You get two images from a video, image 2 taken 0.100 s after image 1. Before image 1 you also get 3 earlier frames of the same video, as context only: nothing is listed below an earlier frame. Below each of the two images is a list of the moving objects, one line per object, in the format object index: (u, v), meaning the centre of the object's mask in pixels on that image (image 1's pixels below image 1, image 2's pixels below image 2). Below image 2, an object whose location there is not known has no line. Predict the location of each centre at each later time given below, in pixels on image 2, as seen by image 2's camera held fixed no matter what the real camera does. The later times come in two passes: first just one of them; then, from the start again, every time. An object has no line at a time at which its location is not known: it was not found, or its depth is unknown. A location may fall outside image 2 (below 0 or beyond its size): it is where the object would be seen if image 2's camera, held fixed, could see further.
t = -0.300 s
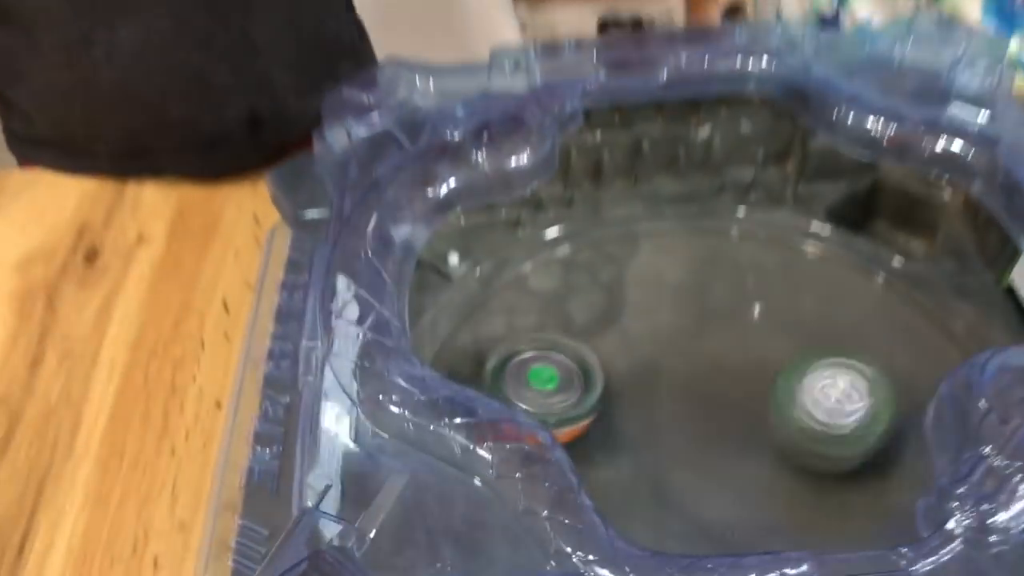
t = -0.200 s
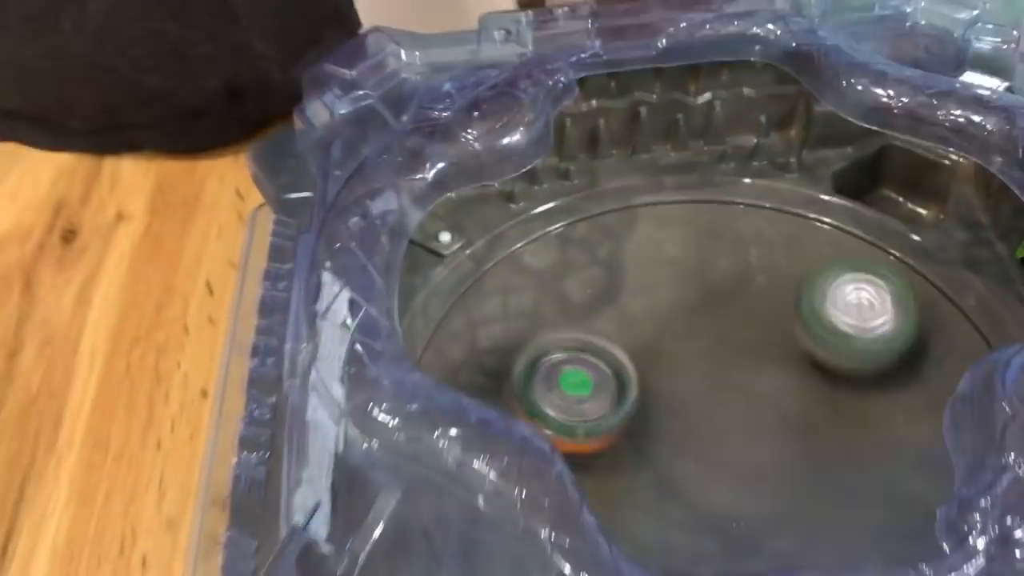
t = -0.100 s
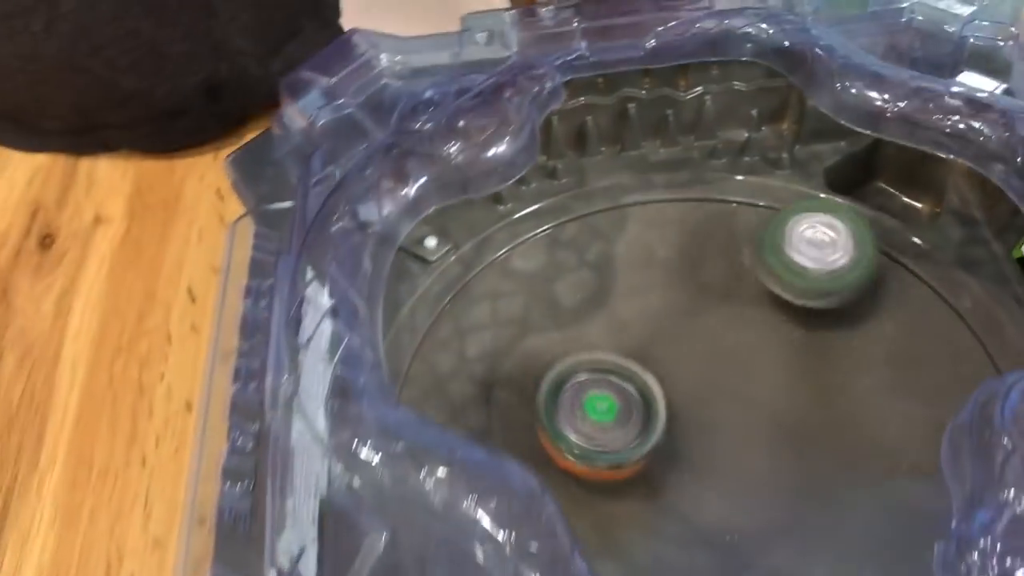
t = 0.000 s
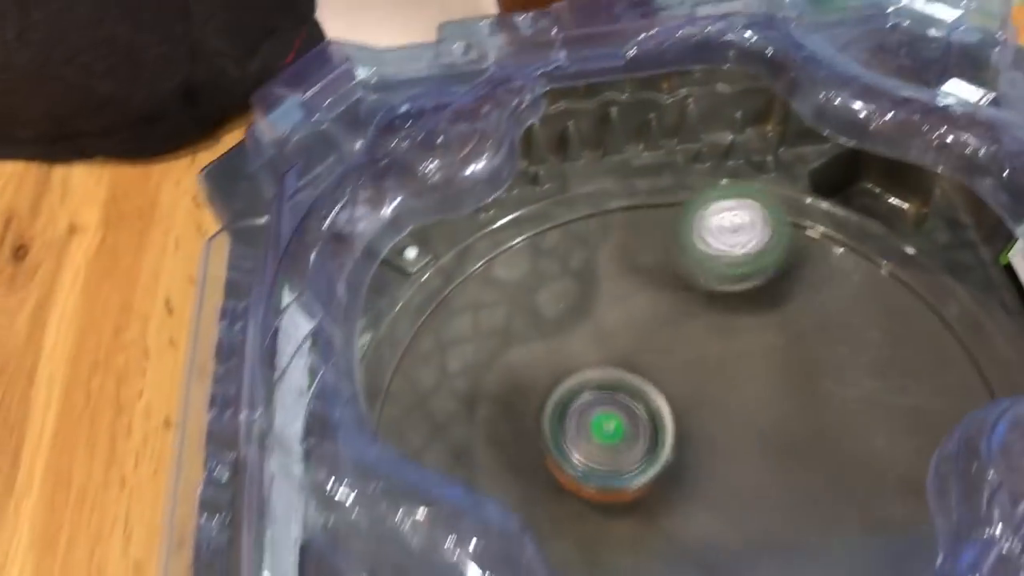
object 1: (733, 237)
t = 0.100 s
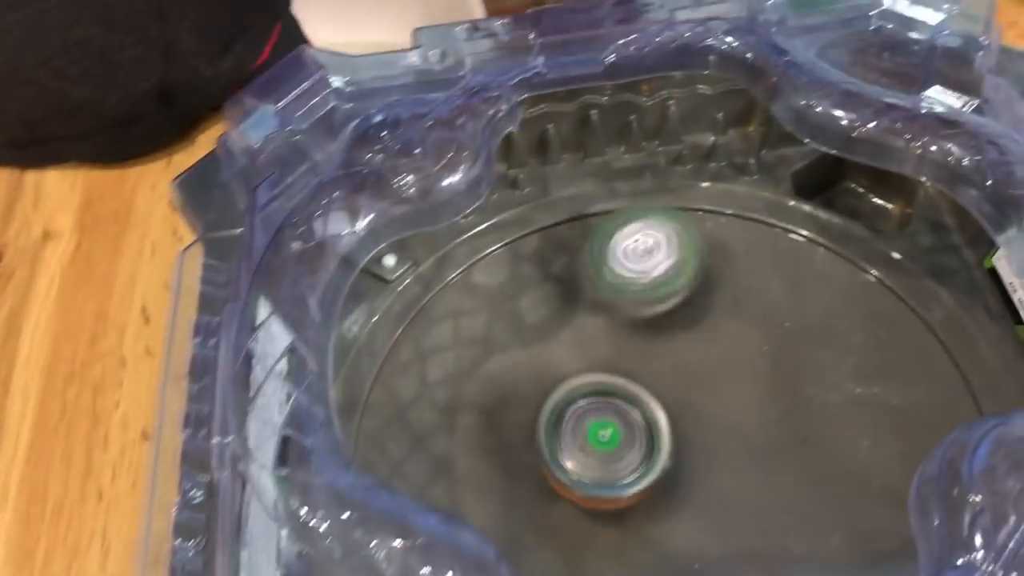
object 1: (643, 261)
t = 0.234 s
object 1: (591, 319)
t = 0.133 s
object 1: (625, 274)
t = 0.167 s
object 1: (611, 292)
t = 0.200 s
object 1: (599, 311)
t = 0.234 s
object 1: (591, 319)
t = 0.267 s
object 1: (588, 328)
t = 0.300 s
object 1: (588, 342)
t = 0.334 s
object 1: (591, 357)
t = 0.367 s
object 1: (597, 369)
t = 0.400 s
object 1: (608, 363)
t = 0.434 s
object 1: (620, 339)
